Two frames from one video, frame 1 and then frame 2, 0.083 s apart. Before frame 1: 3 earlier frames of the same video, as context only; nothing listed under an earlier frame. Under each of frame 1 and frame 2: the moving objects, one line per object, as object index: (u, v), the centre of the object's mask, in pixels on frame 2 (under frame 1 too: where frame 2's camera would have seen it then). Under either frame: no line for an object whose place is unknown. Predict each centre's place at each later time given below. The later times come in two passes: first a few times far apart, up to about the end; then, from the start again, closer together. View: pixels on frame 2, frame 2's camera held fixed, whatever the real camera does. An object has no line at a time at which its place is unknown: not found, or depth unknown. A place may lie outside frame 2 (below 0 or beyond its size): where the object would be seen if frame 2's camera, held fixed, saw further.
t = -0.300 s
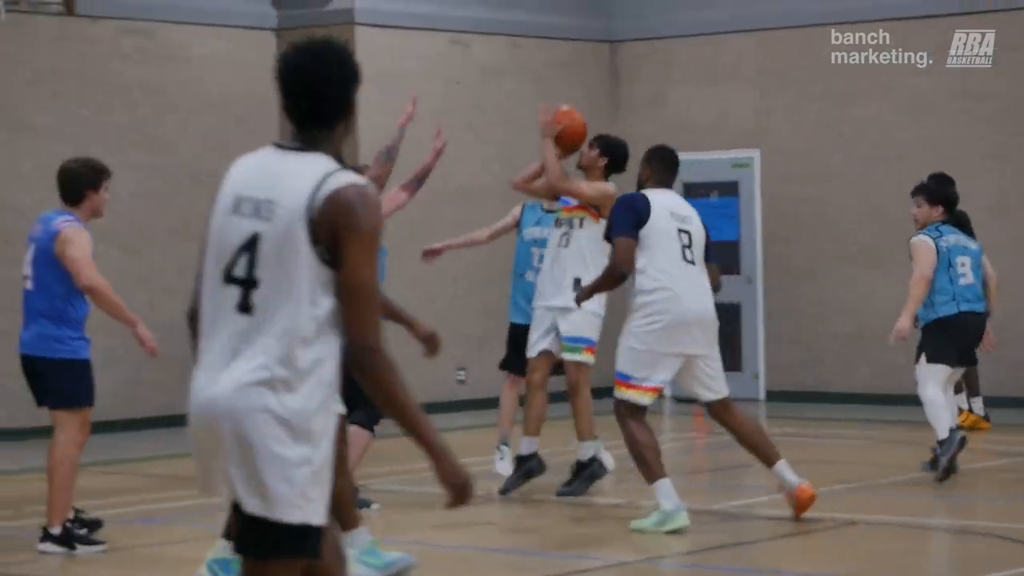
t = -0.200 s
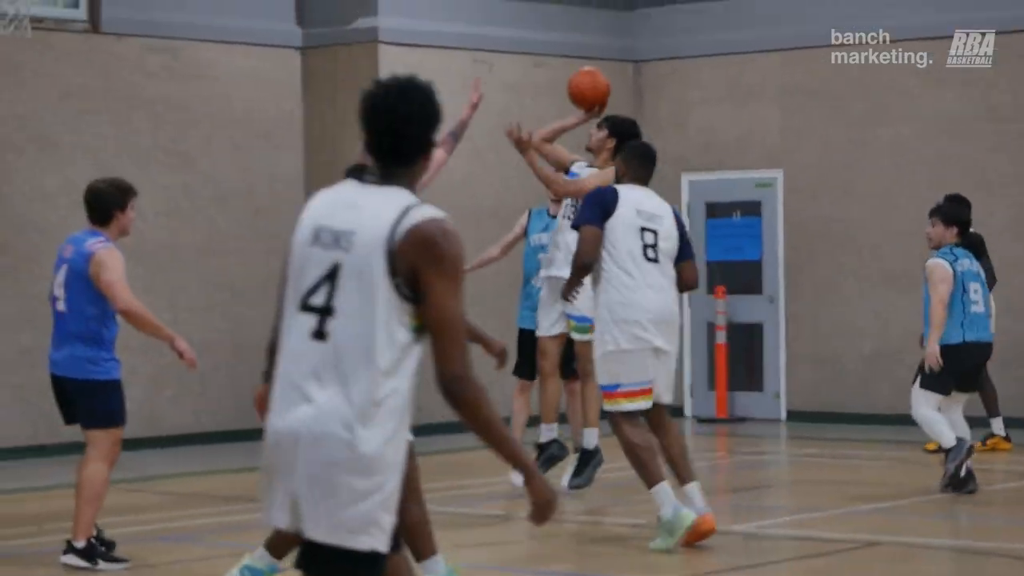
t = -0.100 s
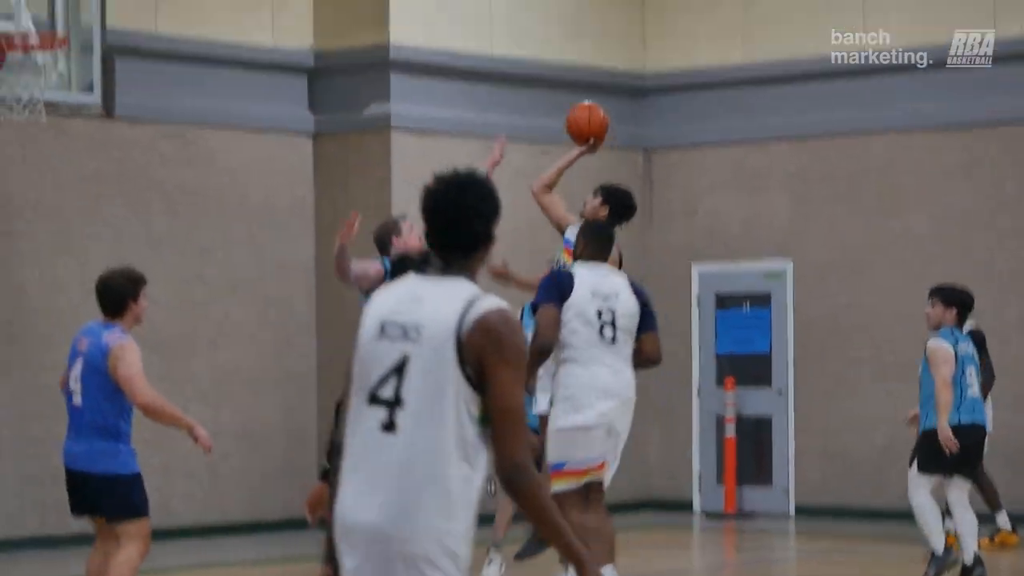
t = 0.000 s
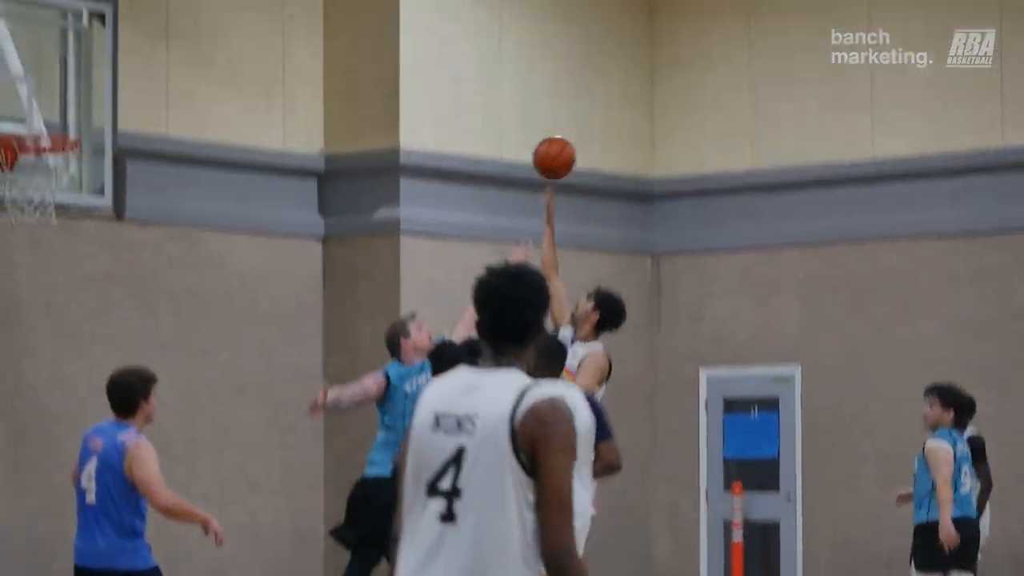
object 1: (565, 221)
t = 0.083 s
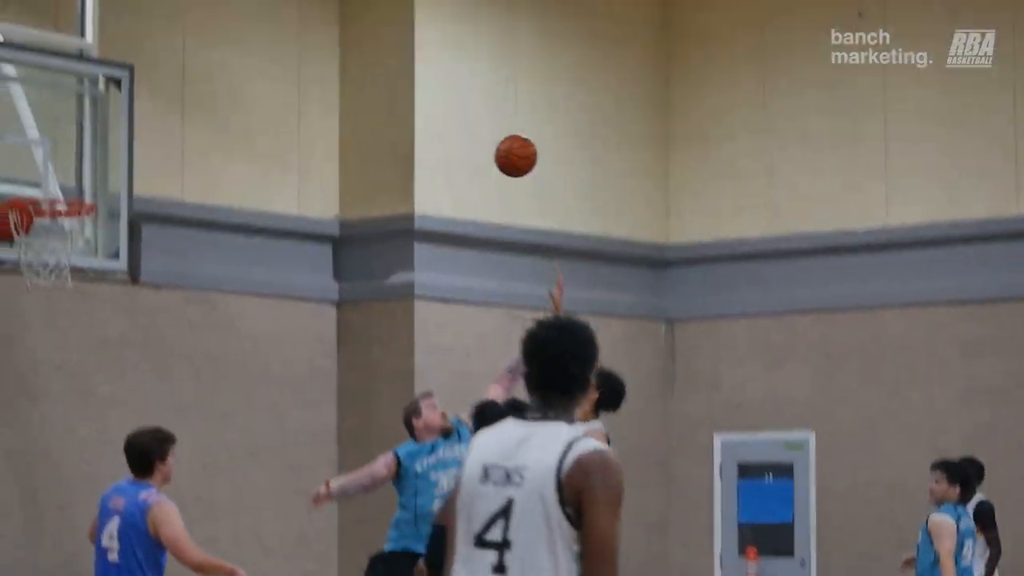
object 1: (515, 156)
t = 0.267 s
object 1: (403, 53)
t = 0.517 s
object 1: (246, 3)
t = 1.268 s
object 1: (29, 182)
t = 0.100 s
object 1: (506, 144)
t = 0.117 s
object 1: (496, 133)
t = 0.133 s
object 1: (485, 122)
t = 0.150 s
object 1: (475, 112)
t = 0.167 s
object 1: (465, 102)
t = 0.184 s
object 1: (455, 92)
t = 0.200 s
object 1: (445, 84)
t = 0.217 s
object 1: (434, 75)
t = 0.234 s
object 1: (424, 67)
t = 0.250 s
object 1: (414, 60)
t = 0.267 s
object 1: (403, 53)
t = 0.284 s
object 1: (393, 46)
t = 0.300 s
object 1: (382, 40)
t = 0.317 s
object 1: (372, 34)
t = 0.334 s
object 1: (362, 29)
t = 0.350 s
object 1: (351, 24)
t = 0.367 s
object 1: (341, 20)
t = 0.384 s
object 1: (331, 16)
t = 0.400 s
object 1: (320, 13)
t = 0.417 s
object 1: (310, 9)
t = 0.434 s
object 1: (299, 7)
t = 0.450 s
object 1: (289, 5)
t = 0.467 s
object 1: (278, 4)
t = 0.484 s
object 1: (267, 3)
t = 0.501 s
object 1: (256, 3)
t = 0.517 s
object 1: (246, 3)
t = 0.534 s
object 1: (235, 4)
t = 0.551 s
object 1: (225, 5)
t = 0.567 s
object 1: (214, 6)
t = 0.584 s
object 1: (204, 9)
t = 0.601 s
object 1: (193, 11)
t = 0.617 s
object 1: (183, 14)
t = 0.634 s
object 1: (172, 18)
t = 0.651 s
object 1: (161, 22)
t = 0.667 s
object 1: (150, 27)
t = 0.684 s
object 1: (140, 32)
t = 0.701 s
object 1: (129, 38)
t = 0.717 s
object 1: (118, 44)
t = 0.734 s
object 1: (108, 50)
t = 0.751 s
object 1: (98, 58)
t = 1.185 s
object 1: (43, 188)
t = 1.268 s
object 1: (29, 182)
